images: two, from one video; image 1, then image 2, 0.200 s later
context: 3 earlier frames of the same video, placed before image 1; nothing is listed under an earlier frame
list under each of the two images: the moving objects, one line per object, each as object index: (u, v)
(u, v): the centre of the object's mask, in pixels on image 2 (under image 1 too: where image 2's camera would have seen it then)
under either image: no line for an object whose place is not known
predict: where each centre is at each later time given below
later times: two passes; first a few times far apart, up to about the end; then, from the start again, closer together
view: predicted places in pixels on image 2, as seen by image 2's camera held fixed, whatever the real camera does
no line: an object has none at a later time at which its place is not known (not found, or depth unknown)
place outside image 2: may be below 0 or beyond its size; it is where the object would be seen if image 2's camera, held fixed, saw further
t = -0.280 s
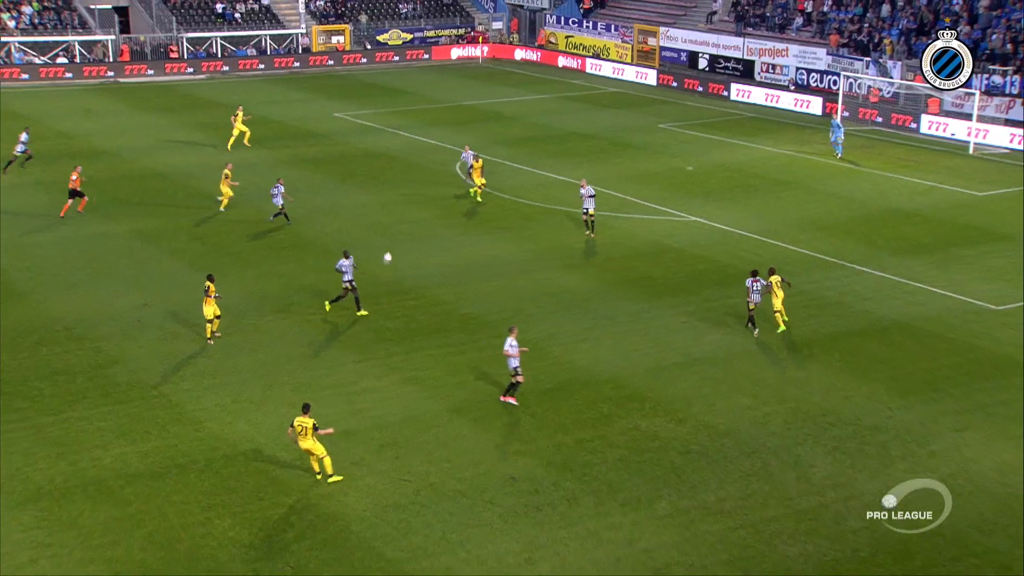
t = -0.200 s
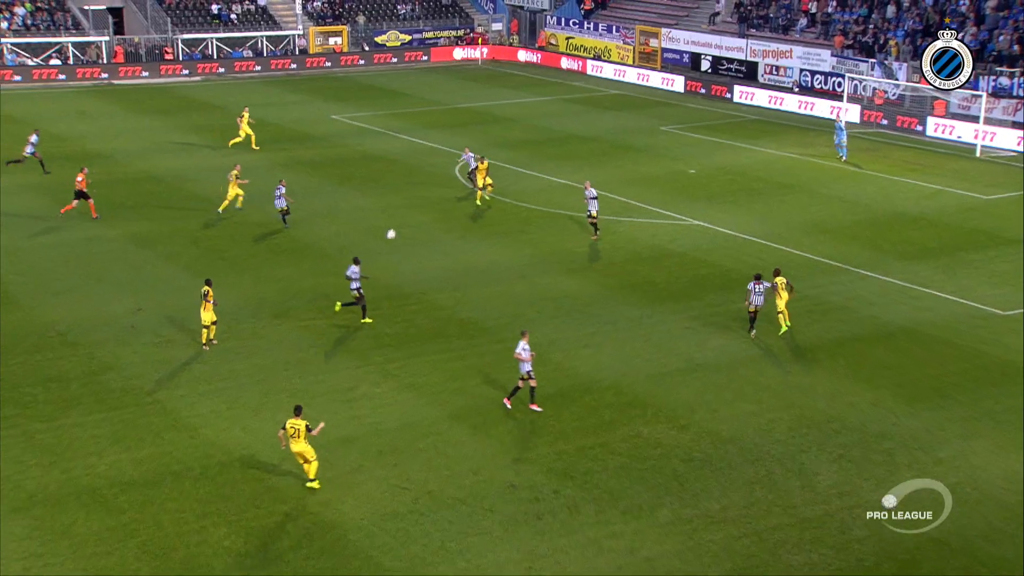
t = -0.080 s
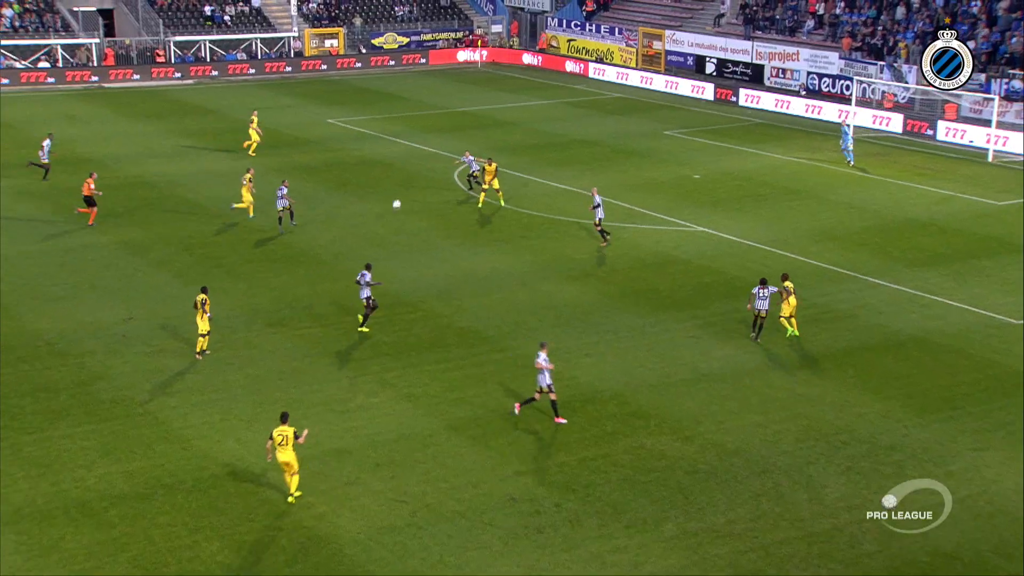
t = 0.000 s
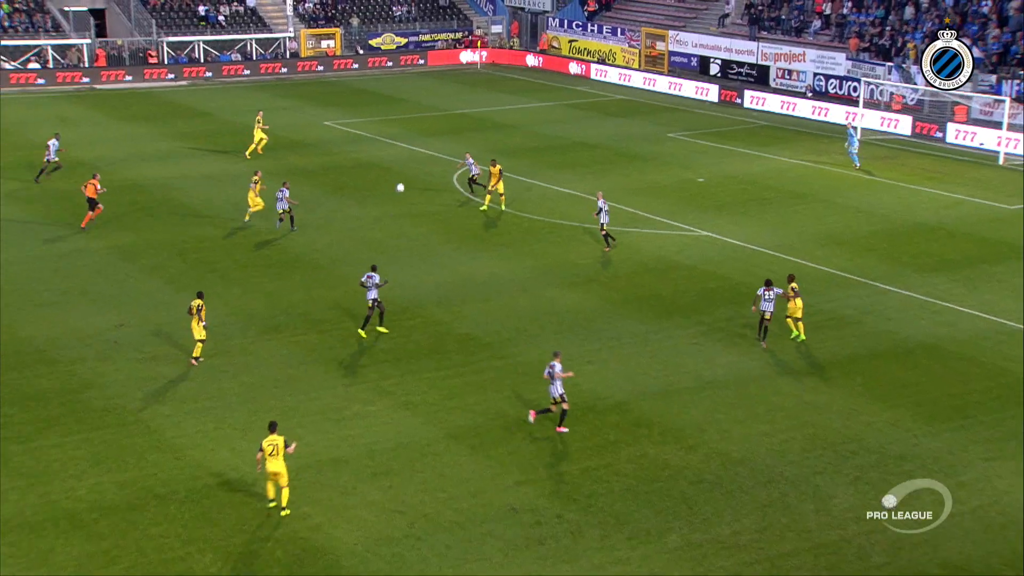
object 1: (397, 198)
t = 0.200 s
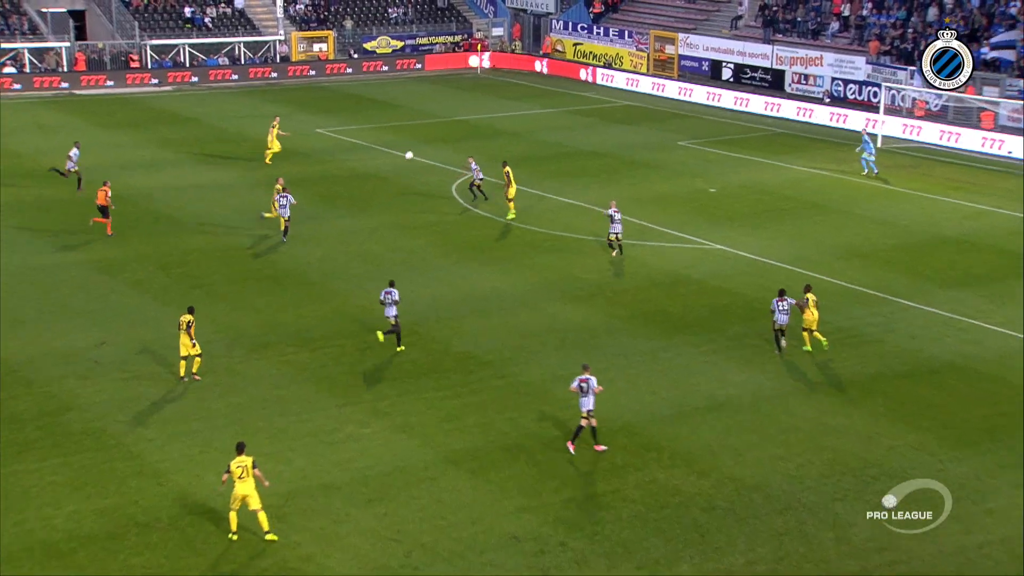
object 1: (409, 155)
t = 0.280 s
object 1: (413, 142)
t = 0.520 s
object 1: (426, 112)
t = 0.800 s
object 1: (440, 93)
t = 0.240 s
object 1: (411, 148)
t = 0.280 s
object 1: (413, 142)
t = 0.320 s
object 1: (415, 136)
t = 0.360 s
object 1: (417, 131)
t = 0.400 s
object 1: (420, 126)
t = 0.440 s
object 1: (422, 121)
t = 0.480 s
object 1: (424, 116)
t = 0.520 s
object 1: (426, 112)
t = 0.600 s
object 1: (430, 105)
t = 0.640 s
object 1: (431, 102)
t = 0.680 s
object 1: (434, 100)
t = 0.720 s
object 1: (435, 96)
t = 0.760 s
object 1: (438, 95)
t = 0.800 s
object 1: (440, 93)
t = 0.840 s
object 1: (441, 91)
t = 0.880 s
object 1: (443, 91)
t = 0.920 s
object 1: (445, 90)
